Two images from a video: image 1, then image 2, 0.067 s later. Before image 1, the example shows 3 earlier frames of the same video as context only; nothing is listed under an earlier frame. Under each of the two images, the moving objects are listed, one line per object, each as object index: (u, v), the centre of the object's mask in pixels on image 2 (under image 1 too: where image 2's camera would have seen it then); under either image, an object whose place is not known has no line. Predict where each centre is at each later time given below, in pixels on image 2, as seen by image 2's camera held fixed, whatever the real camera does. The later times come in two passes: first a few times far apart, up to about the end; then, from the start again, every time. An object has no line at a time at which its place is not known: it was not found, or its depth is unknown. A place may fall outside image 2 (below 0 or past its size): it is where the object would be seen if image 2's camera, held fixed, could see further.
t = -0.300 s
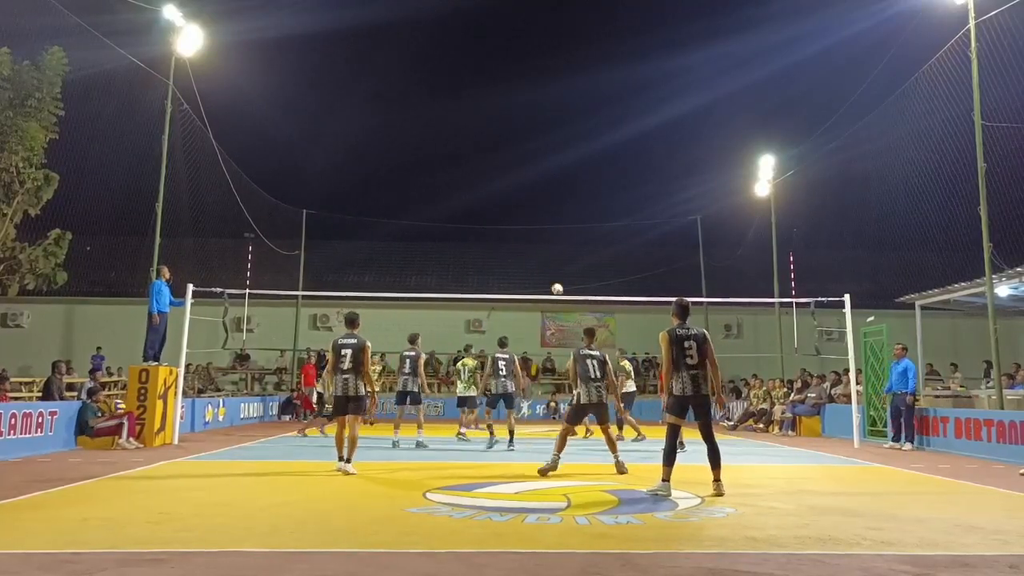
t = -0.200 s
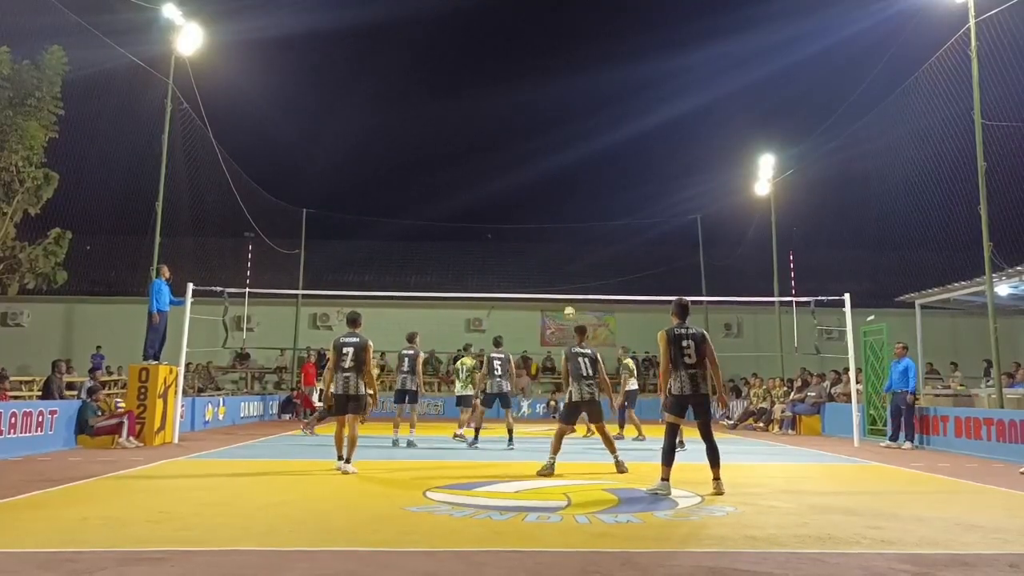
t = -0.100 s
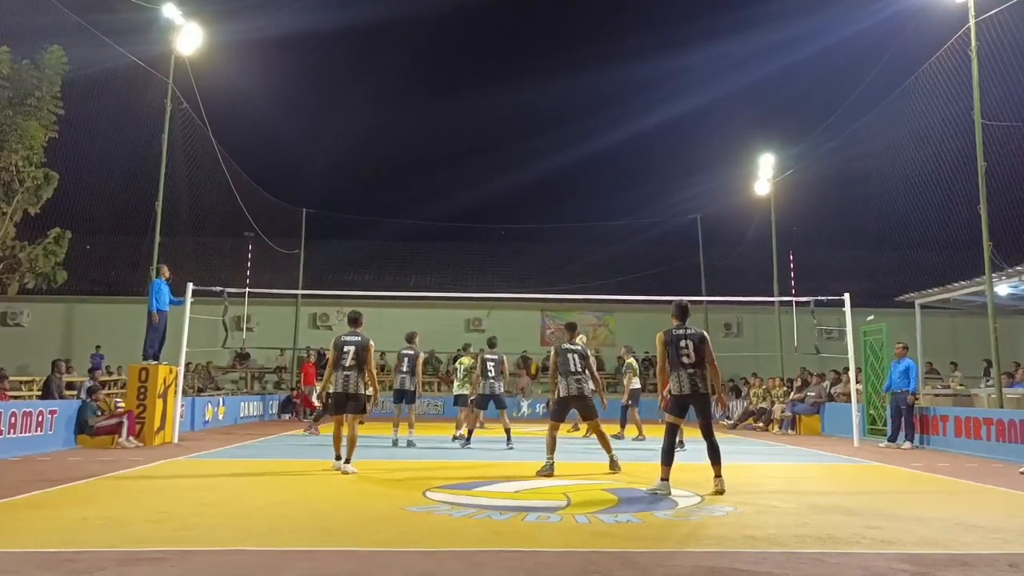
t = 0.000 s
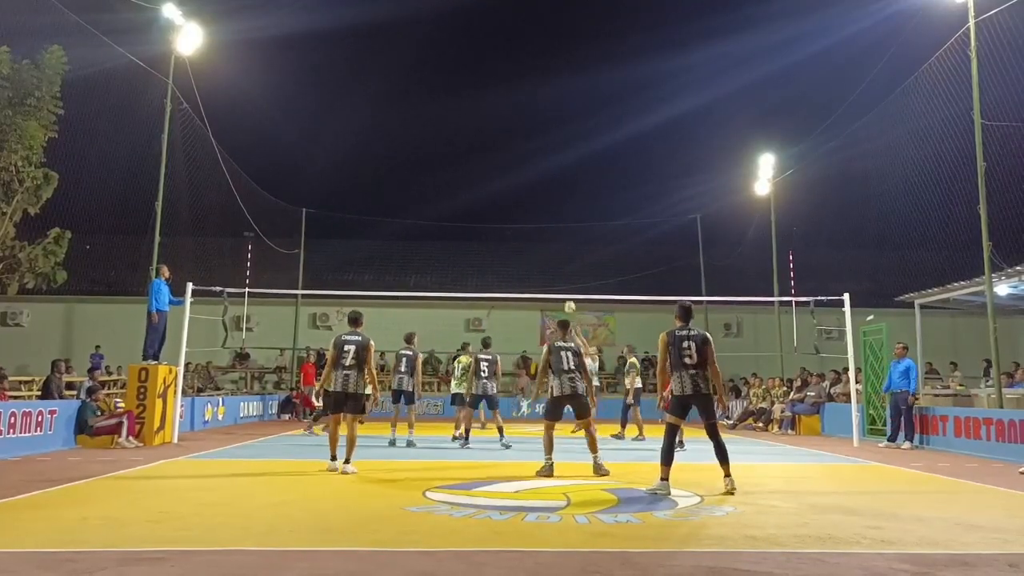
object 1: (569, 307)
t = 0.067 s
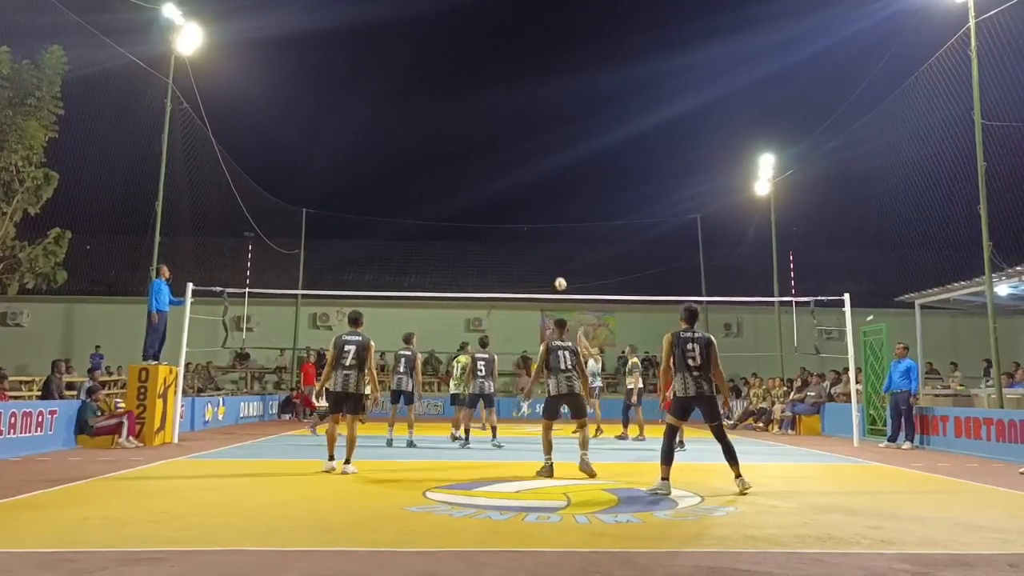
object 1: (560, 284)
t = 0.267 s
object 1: (532, 229)
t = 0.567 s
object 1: (489, 184)
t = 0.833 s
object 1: (449, 181)
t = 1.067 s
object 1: (412, 208)
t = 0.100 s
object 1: (556, 273)
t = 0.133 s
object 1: (551, 263)
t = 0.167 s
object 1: (546, 254)
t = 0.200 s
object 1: (541, 245)
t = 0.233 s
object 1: (537, 236)
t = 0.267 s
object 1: (532, 229)
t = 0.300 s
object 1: (527, 222)
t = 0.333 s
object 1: (523, 215)
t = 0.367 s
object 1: (518, 209)
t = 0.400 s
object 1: (513, 203)
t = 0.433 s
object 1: (508, 198)
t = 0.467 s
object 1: (503, 194)
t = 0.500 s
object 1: (498, 190)
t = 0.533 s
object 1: (494, 186)
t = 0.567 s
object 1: (489, 184)
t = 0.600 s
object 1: (484, 182)
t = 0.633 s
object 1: (479, 180)
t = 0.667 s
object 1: (474, 179)
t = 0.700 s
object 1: (469, 178)
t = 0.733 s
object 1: (464, 178)
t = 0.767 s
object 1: (459, 178)
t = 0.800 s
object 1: (454, 180)
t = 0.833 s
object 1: (449, 181)
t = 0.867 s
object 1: (444, 183)
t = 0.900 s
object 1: (438, 186)
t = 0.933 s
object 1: (433, 189)
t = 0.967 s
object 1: (428, 193)
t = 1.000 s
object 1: (423, 198)
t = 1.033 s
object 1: (418, 203)
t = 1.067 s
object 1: (412, 208)
